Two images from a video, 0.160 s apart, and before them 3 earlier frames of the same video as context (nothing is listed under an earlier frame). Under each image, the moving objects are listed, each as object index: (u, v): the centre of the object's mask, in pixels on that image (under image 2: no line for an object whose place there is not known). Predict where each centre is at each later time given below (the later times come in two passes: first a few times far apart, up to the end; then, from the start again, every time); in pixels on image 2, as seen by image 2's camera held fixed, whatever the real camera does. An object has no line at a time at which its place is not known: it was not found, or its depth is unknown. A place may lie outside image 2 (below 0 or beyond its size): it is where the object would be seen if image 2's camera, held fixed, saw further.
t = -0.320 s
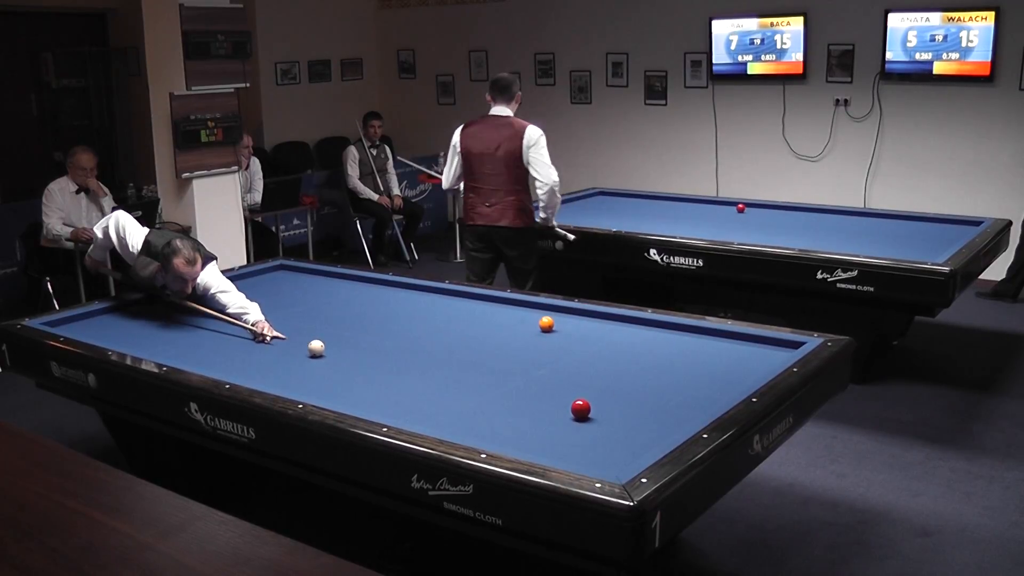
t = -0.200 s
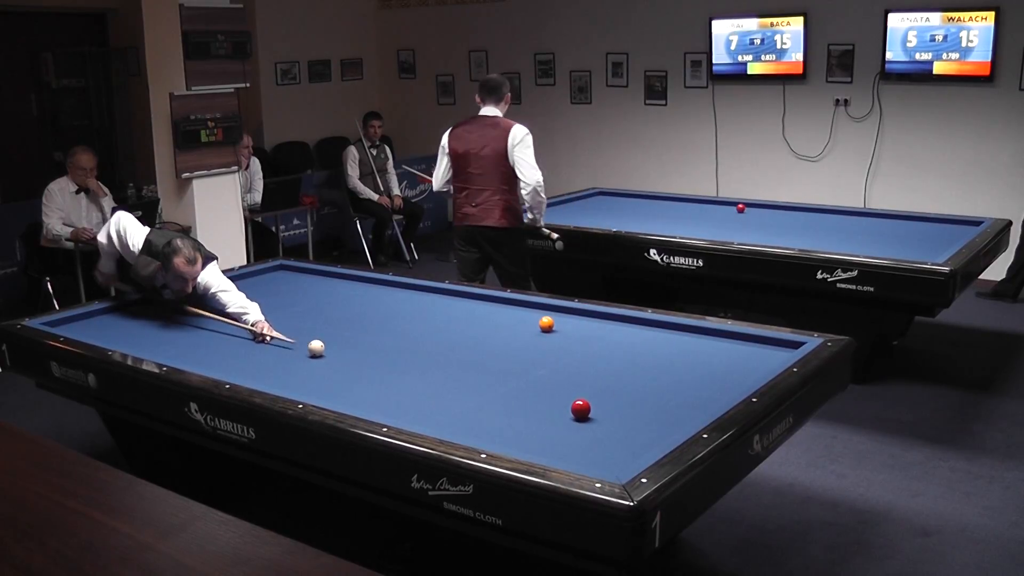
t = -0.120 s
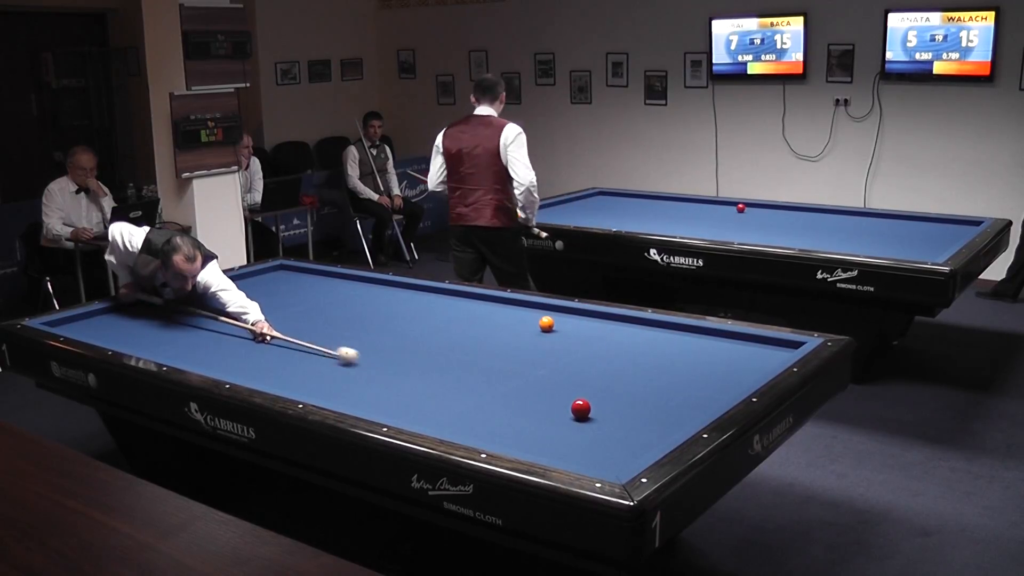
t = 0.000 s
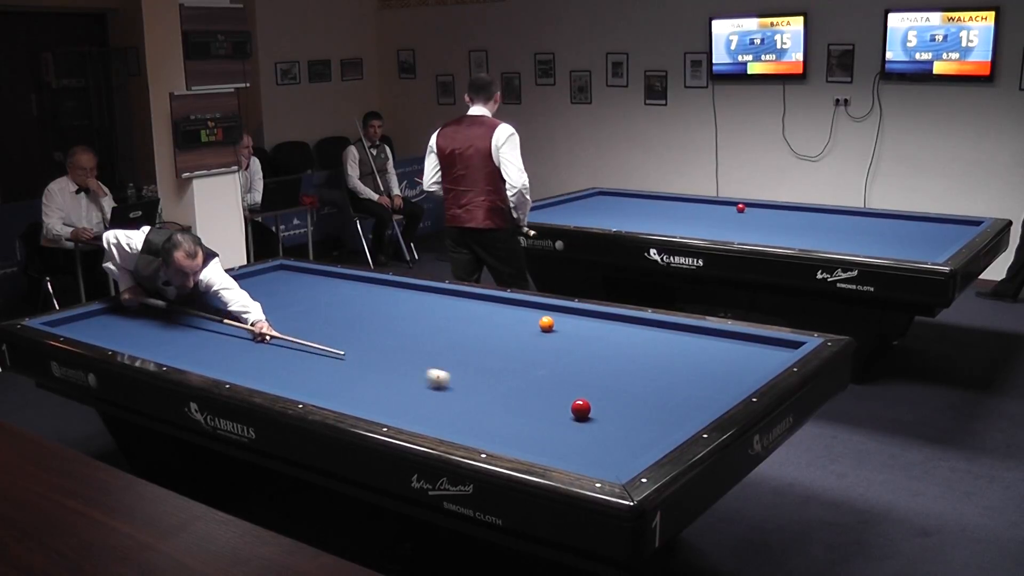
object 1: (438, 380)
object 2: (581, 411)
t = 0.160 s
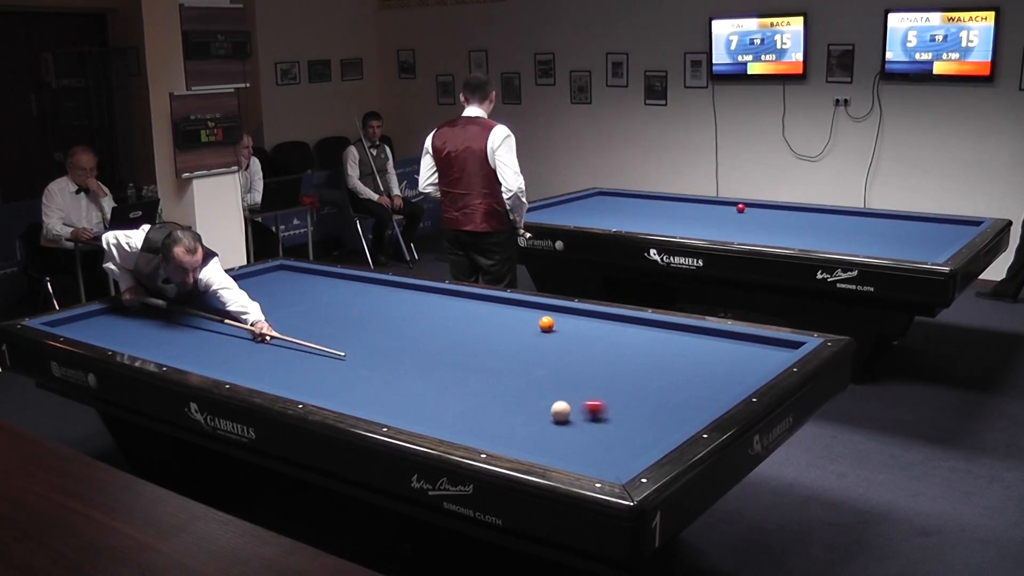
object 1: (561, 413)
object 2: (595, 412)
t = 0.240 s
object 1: (561, 427)
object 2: (663, 411)
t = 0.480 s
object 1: (587, 459)
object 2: (632, 387)
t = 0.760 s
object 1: (614, 431)
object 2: (562, 360)
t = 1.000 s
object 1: (607, 404)
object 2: (512, 341)
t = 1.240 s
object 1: (601, 380)
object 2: (469, 325)
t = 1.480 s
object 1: (596, 360)
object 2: (431, 310)
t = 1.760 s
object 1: (591, 339)
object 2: (392, 295)
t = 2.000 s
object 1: (587, 324)
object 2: (363, 284)
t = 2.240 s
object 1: (576, 312)
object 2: (334, 275)
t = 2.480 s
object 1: (531, 313)
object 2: (294, 272)
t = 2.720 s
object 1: (488, 313)
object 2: (266, 271)
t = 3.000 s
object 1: (440, 314)
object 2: (270, 279)
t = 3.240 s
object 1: (399, 315)
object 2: (273, 286)
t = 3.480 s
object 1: (359, 314)
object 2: (276, 292)
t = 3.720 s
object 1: (320, 315)
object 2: (279, 300)
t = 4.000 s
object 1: (277, 315)
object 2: (284, 307)
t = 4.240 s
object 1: (241, 315)
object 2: (287, 316)
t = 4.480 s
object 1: (206, 315)
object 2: (290, 324)
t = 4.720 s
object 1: (172, 316)
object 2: (294, 333)
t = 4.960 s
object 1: (140, 316)
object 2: (297, 341)
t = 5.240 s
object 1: (104, 316)
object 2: (302, 352)
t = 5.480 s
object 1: (77, 317)
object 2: (306, 361)
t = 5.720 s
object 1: (71, 324)
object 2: (310, 372)
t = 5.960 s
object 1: (66, 327)
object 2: (315, 382)
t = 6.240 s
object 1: (85, 328)
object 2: (320, 392)
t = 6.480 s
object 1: (102, 329)
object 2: (335, 398)
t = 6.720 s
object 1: (118, 329)
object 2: (358, 401)
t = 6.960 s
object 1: (134, 329)
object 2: (381, 402)
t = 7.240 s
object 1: (151, 329)
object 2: (408, 403)
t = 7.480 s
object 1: (166, 329)
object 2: (430, 404)
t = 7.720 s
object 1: (181, 329)
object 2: (451, 404)
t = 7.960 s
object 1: (194, 329)
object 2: (472, 404)
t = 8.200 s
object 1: (207, 329)
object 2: (492, 405)
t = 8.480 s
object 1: (222, 329)
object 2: (514, 405)
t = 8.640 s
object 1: (231, 328)
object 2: (526, 405)
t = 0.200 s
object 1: (561, 420)
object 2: (629, 411)
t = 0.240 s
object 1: (561, 427)
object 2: (663, 411)
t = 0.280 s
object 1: (561, 434)
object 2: (696, 410)
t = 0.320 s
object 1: (562, 441)
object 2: (689, 407)
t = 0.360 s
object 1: (563, 448)
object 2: (673, 402)
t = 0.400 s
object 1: (564, 453)
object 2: (658, 396)
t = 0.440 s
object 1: (567, 457)
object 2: (644, 391)
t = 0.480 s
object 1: (587, 459)
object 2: (632, 387)
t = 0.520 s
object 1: (607, 461)
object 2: (620, 383)
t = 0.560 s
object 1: (625, 459)
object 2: (609, 378)
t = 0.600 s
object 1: (625, 454)
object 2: (599, 374)
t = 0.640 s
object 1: (621, 448)
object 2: (590, 371)
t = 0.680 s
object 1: (618, 441)
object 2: (580, 367)
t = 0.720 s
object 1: (615, 436)
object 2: (571, 364)
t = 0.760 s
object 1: (614, 431)
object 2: (562, 360)
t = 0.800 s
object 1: (612, 426)
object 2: (553, 357)
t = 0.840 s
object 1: (611, 421)
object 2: (544, 354)
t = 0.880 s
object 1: (610, 416)
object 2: (536, 351)
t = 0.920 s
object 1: (609, 412)
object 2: (528, 348)
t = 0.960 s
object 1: (608, 408)
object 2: (520, 344)
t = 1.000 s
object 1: (607, 404)
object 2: (512, 341)
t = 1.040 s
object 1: (606, 399)
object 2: (505, 338)
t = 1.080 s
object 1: (605, 396)
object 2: (497, 336)
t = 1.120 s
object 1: (604, 391)
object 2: (490, 333)
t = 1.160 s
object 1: (603, 388)
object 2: (482, 330)
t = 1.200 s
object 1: (602, 384)
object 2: (475, 328)
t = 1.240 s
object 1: (601, 380)
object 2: (469, 325)
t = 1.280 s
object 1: (600, 376)
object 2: (462, 322)
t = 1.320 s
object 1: (600, 373)
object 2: (455, 320)
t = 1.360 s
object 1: (599, 369)
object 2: (449, 317)
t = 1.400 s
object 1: (598, 366)
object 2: (443, 315)
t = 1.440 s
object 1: (597, 363)
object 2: (437, 313)
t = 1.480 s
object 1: (596, 360)
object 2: (431, 310)
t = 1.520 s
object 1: (596, 357)
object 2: (425, 308)
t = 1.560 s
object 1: (595, 354)
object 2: (419, 306)
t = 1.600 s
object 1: (594, 351)
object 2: (413, 304)
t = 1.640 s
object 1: (593, 347)
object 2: (408, 301)
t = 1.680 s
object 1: (593, 345)
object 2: (402, 299)
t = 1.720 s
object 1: (592, 342)
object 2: (397, 297)
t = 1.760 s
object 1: (591, 339)
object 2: (392, 295)
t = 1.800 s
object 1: (590, 336)
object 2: (387, 293)
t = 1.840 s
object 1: (590, 334)
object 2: (382, 292)
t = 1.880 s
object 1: (589, 331)
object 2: (377, 290)
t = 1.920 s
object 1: (589, 329)
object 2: (373, 288)
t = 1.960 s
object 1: (588, 326)
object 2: (368, 286)
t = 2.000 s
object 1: (587, 324)
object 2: (363, 284)
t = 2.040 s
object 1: (587, 321)
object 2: (359, 282)
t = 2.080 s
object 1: (586, 319)
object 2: (354, 280)
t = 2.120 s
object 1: (586, 316)
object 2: (350, 279)
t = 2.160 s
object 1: (585, 314)
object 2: (345, 278)
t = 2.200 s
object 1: (584, 312)
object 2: (341, 276)
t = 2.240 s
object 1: (576, 312)
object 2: (334, 275)
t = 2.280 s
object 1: (568, 313)
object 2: (327, 275)
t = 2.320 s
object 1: (561, 313)
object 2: (320, 274)
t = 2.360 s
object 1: (554, 312)
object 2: (314, 273)
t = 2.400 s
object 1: (546, 311)
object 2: (307, 273)
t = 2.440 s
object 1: (538, 312)
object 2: (300, 273)
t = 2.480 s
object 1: (531, 313)
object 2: (294, 272)
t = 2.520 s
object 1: (524, 313)
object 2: (287, 272)
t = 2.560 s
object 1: (517, 313)
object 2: (281, 271)
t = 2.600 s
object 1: (510, 313)
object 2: (275, 271)
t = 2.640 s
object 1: (503, 313)
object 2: (269, 270)
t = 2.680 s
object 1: (496, 313)
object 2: (265, 270)
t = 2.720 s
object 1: (488, 313)
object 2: (266, 271)
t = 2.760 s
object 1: (482, 313)
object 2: (268, 272)
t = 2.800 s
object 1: (475, 314)
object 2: (268, 274)
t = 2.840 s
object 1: (467, 314)
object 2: (269, 275)
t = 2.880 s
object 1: (460, 314)
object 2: (269, 276)
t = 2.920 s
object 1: (453, 314)
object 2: (270, 277)
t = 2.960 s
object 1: (446, 314)
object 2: (270, 278)
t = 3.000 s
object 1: (440, 314)
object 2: (270, 279)
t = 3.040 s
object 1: (432, 314)
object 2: (271, 280)
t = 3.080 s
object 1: (426, 314)
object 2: (271, 281)
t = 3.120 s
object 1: (419, 314)
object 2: (272, 282)
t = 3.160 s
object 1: (412, 314)
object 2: (272, 283)
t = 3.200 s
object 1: (405, 314)
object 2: (273, 285)
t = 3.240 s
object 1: (399, 315)
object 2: (273, 286)
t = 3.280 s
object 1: (392, 314)
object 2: (274, 287)
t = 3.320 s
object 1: (385, 314)
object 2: (274, 288)
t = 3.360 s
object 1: (379, 314)
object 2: (275, 289)
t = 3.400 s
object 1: (372, 314)
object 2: (275, 290)
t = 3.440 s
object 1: (366, 314)
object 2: (276, 291)
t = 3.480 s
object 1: (359, 314)
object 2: (276, 292)
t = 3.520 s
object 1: (352, 314)
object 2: (277, 293)
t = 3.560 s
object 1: (346, 314)
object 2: (277, 295)
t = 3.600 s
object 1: (339, 315)
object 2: (278, 296)
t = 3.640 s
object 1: (333, 315)
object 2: (278, 297)
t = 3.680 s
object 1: (327, 315)
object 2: (279, 298)
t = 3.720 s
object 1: (320, 315)
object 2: (279, 300)
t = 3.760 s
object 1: (314, 315)
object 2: (280, 301)
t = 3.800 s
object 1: (308, 315)
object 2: (281, 302)
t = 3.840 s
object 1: (302, 314)
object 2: (281, 303)
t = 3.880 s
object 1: (295, 315)
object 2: (282, 304)
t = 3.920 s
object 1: (289, 315)
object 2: (281, 305)
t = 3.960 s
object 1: (283, 315)
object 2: (282, 304)
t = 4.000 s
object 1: (277, 315)
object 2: (284, 307)
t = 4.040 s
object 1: (271, 315)
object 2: (284, 309)
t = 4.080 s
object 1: (264, 315)
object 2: (284, 311)
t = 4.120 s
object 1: (259, 315)
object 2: (285, 312)
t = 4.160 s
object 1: (253, 315)
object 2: (285, 313)
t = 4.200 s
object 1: (247, 315)
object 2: (286, 314)
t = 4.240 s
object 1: (241, 315)
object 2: (287, 316)
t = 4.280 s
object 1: (235, 315)
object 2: (287, 317)
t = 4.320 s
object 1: (229, 315)
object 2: (288, 319)
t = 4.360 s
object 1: (223, 315)
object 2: (288, 320)
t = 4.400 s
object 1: (217, 315)
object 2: (289, 321)
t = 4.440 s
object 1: (212, 315)
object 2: (289, 323)
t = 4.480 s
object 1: (206, 315)
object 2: (290, 324)
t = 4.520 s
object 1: (200, 315)
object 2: (291, 325)
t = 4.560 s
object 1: (195, 315)
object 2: (291, 327)
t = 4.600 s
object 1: (189, 315)
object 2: (292, 328)
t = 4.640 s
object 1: (183, 316)
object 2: (292, 330)
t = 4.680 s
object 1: (178, 316)
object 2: (293, 331)
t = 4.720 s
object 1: (172, 316)
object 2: (294, 333)
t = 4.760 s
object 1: (167, 316)
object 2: (294, 334)
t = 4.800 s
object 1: (161, 316)
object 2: (295, 335)
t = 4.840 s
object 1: (156, 316)
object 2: (295, 337)
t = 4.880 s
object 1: (150, 316)
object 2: (296, 338)
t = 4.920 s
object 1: (145, 316)
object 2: (297, 339)
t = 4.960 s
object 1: (140, 316)
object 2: (297, 341)
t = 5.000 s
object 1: (134, 316)
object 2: (298, 343)
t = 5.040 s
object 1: (129, 316)
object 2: (298, 344)
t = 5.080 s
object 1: (124, 316)
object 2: (299, 346)
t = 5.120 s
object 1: (119, 316)
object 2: (300, 347)
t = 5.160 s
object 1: (114, 316)
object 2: (301, 349)
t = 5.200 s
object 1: (109, 316)
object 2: (301, 350)
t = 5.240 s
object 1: (104, 316)
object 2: (302, 352)
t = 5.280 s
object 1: (99, 316)
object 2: (303, 353)
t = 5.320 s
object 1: (93, 316)
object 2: (303, 355)
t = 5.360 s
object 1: (88, 316)
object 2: (304, 357)
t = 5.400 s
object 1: (83, 316)
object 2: (304, 358)
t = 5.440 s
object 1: (78, 316)
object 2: (305, 360)
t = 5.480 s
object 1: (77, 317)
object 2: (306, 361)
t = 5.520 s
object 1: (76, 318)
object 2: (307, 363)
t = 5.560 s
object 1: (75, 319)
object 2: (307, 365)
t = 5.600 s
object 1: (74, 320)
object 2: (308, 366)
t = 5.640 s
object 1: (73, 321)
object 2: (309, 368)
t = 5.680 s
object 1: (72, 323)
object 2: (309, 370)
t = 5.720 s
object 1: (71, 324)
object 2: (310, 372)
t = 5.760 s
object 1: (70, 324)
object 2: (311, 373)
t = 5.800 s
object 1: (69, 325)
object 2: (312, 375)
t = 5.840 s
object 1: (68, 325)
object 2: (312, 376)
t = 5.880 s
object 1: (67, 326)
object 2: (313, 378)
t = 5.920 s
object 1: (66, 326)
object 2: (314, 380)
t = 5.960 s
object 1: (66, 327)
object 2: (315, 382)
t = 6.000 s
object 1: (69, 327)
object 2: (316, 384)
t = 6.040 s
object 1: (71, 328)
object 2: (316, 385)
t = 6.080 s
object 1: (74, 328)
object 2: (317, 387)
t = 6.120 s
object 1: (77, 328)
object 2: (318, 389)
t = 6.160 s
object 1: (80, 328)
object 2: (319, 390)
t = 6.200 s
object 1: (82, 328)
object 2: (320, 391)
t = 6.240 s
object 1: (85, 328)
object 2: (320, 392)
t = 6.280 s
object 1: (88, 329)
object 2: (321, 394)
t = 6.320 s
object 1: (91, 329)
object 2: (322, 395)
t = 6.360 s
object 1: (93, 329)
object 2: (323, 396)
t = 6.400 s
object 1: (96, 330)
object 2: (327, 397)
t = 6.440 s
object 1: (99, 329)
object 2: (331, 397)
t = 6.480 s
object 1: (102, 329)
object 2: (335, 398)
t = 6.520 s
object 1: (104, 329)
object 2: (339, 398)
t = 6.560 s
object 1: (107, 329)
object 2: (343, 399)
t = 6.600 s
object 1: (110, 329)
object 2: (346, 399)
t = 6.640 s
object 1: (112, 329)
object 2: (350, 400)
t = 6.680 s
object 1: (115, 329)
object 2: (354, 400)
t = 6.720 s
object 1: (118, 329)
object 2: (358, 401)
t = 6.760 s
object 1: (120, 329)
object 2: (362, 401)
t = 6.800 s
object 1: (123, 329)
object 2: (366, 401)
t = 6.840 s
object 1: (126, 329)
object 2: (370, 402)
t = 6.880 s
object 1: (128, 329)
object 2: (374, 401)
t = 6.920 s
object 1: (131, 329)
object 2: (378, 402)
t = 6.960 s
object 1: (134, 329)
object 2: (381, 402)
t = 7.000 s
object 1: (136, 329)
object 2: (385, 402)
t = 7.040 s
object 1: (139, 329)
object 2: (389, 402)
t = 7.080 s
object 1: (141, 329)
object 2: (393, 403)
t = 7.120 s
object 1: (144, 329)
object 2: (396, 403)
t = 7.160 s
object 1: (146, 329)
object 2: (400, 403)
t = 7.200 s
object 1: (149, 329)
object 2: (404, 403)
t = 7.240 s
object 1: (151, 329)
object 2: (408, 403)
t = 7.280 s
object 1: (154, 329)
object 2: (411, 403)
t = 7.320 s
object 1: (156, 329)
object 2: (415, 403)
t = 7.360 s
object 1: (159, 329)
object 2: (419, 403)
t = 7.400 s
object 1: (161, 329)
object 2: (422, 403)
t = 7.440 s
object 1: (164, 329)
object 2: (426, 403)
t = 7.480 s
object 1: (166, 329)
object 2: (430, 404)
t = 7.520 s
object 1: (169, 328)
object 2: (433, 403)
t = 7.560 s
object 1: (171, 328)
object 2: (437, 403)
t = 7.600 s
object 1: (174, 328)
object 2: (440, 404)
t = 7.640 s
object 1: (176, 329)
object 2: (444, 404)
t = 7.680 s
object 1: (178, 329)
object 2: (448, 404)
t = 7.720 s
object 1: (181, 329)
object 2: (451, 404)
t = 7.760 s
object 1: (183, 329)
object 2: (454, 404)
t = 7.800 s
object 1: (185, 329)
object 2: (458, 404)
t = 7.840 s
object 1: (187, 329)
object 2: (461, 404)
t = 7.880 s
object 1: (190, 329)
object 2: (465, 404)
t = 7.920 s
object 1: (192, 329)
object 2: (468, 404)
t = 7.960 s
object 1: (194, 329)
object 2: (472, 404)
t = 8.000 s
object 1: (196, 329)
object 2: (475, 404)
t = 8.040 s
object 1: (199, 329)
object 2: (478, 405)
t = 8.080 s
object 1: (201, 329)
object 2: (482, 405)
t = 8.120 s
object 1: (203, 329)
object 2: (485, 405)
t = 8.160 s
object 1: (205, 329)
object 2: (488, 405)
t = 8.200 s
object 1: (207, 329)
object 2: (492, 405)
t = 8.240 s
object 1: (210, 329)
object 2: (495, 405)
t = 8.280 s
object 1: (212, 329)
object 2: (498, 405)
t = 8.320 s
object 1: (214, 329)
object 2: (501, 405)
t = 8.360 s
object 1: (216, 329)
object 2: (504, 405)
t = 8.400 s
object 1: (218, 329)
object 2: (508, 405)
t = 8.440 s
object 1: (220, 329)
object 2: (511, 405)
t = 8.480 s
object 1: (222, 329)
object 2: (514, 405)
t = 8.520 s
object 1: (224, 329)
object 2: (517, 405)
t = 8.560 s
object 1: (226, 328)
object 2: (520, 405)
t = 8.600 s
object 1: (229, 328)
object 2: (523, 405)
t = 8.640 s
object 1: (231, 328)
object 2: (526, 405)
